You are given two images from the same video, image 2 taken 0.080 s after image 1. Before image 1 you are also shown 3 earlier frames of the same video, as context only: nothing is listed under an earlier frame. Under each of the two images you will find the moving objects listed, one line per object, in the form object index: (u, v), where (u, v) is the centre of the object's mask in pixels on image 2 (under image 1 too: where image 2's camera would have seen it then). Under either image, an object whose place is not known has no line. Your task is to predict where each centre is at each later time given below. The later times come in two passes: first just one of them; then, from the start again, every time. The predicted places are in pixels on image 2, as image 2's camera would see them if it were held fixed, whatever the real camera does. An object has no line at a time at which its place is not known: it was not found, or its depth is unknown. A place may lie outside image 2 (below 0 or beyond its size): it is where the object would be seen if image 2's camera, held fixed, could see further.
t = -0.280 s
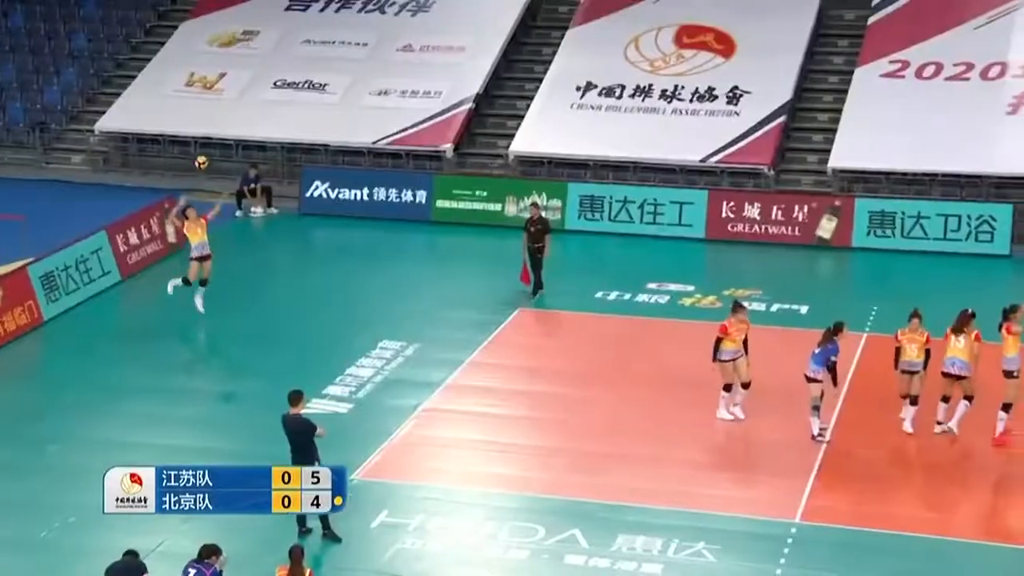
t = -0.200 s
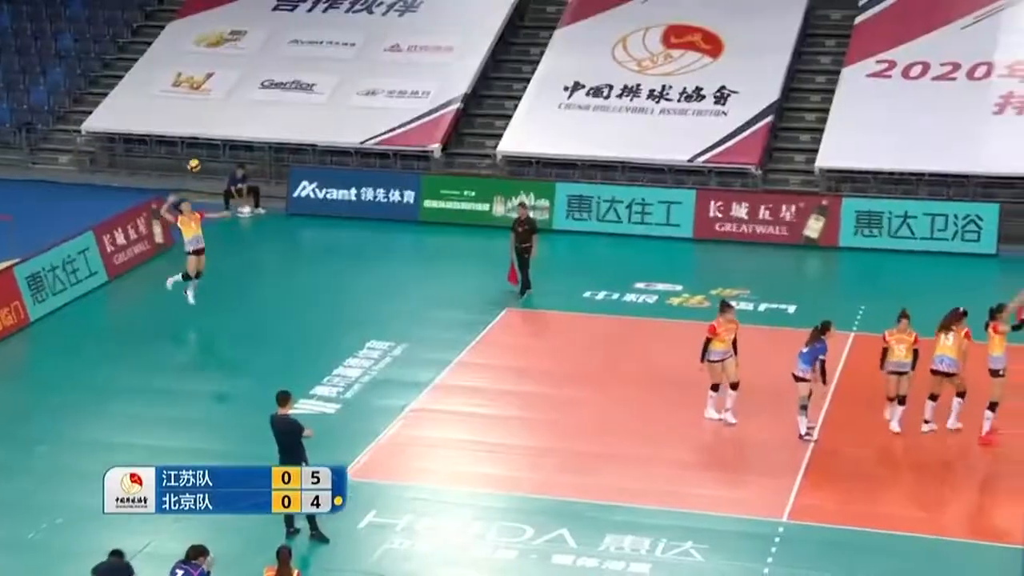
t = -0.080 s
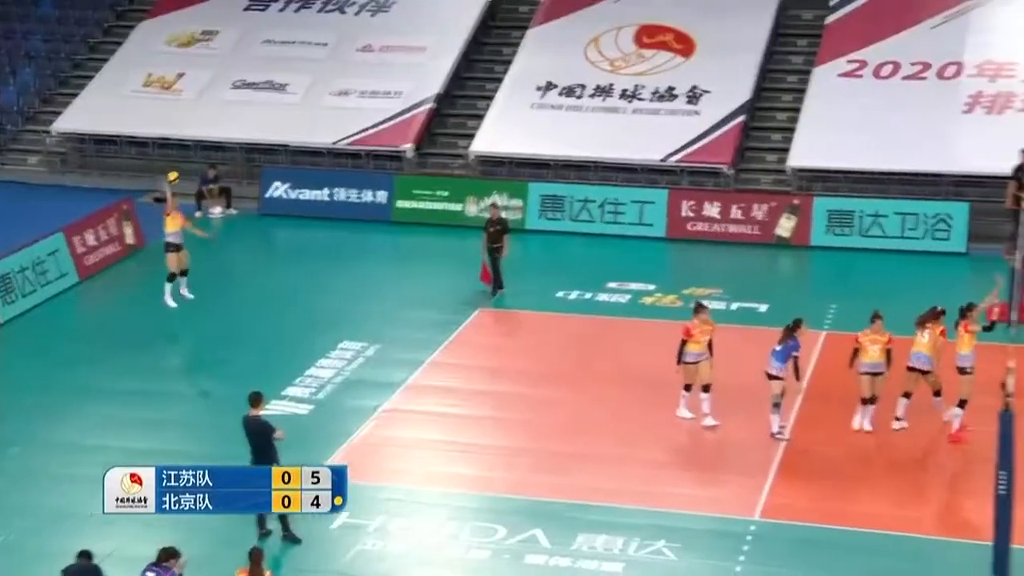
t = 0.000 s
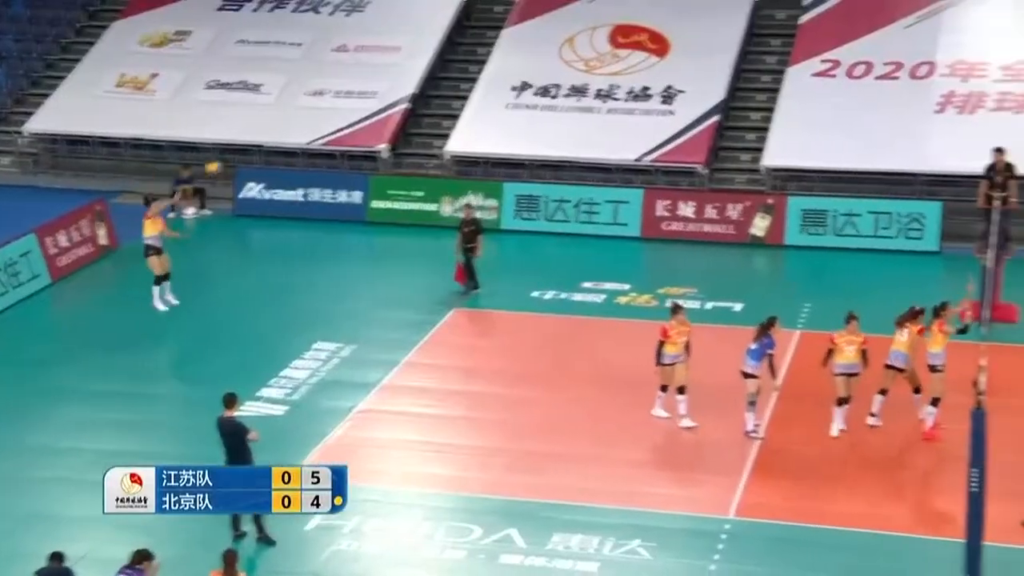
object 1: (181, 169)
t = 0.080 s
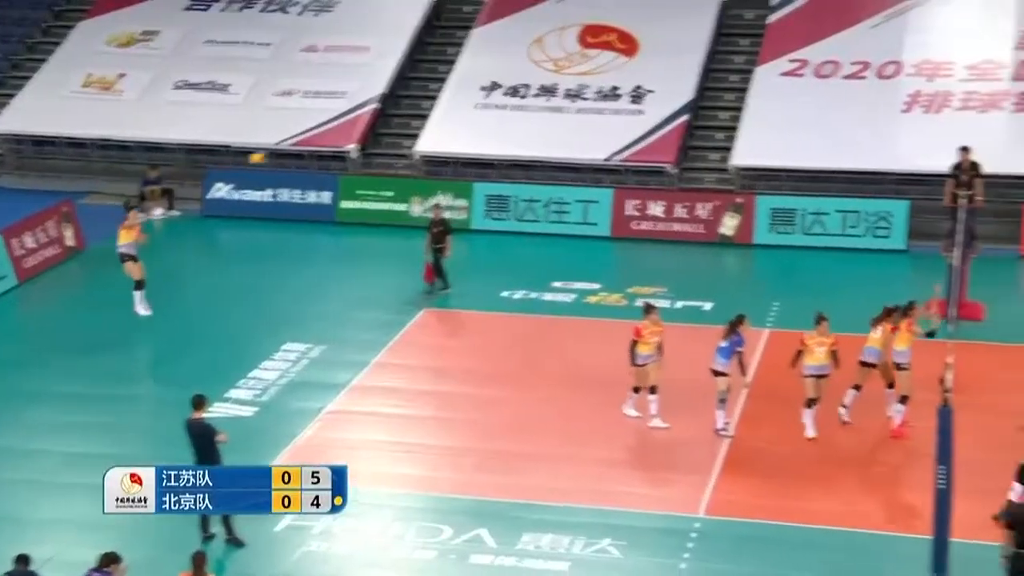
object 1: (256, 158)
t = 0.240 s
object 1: (407, 144)
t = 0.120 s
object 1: (294, 154)
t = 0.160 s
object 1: (332, 150)
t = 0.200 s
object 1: (368, 146)
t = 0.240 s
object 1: (407, 144)
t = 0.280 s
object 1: (445, 141)
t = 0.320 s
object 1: (484, 140)
